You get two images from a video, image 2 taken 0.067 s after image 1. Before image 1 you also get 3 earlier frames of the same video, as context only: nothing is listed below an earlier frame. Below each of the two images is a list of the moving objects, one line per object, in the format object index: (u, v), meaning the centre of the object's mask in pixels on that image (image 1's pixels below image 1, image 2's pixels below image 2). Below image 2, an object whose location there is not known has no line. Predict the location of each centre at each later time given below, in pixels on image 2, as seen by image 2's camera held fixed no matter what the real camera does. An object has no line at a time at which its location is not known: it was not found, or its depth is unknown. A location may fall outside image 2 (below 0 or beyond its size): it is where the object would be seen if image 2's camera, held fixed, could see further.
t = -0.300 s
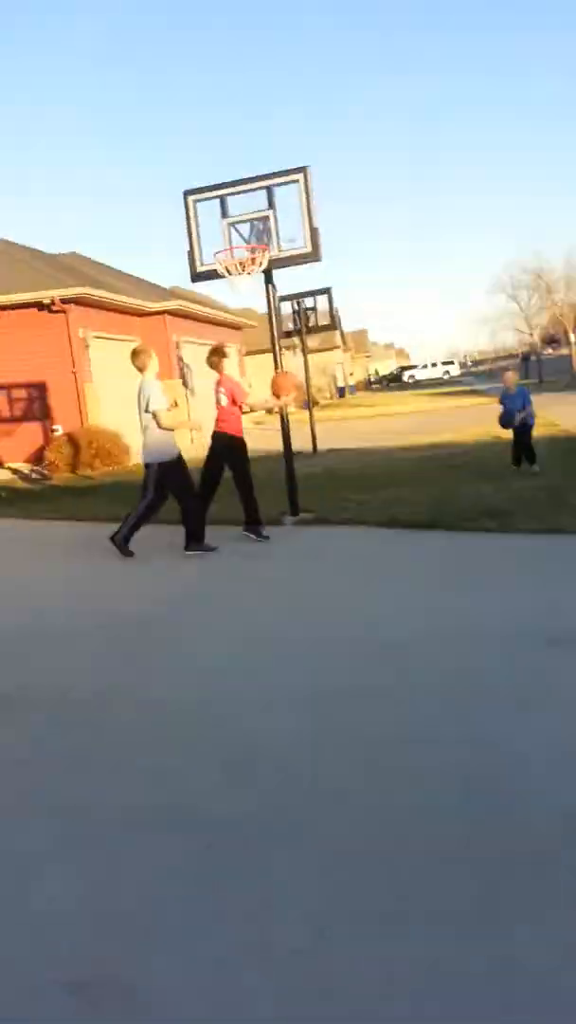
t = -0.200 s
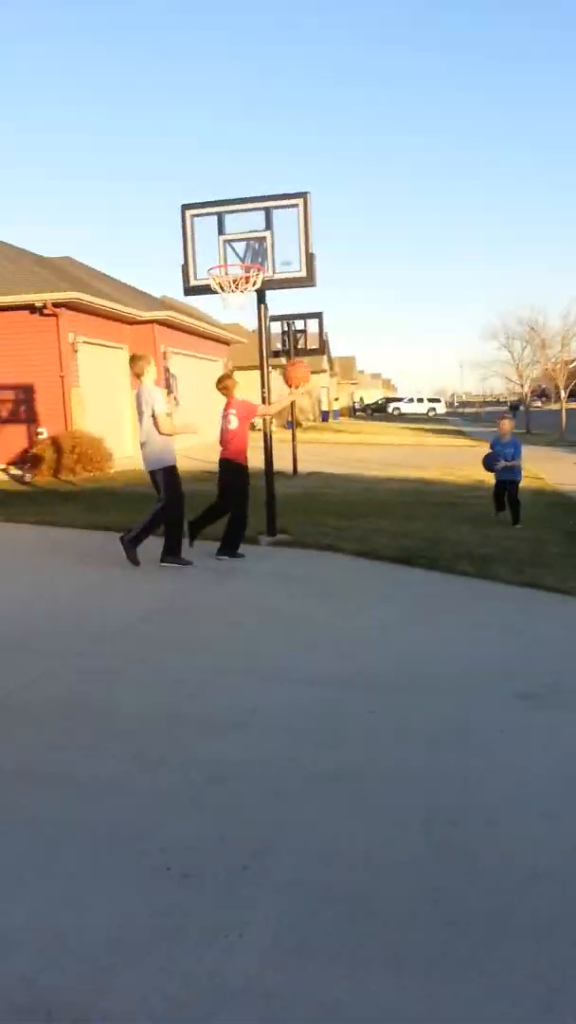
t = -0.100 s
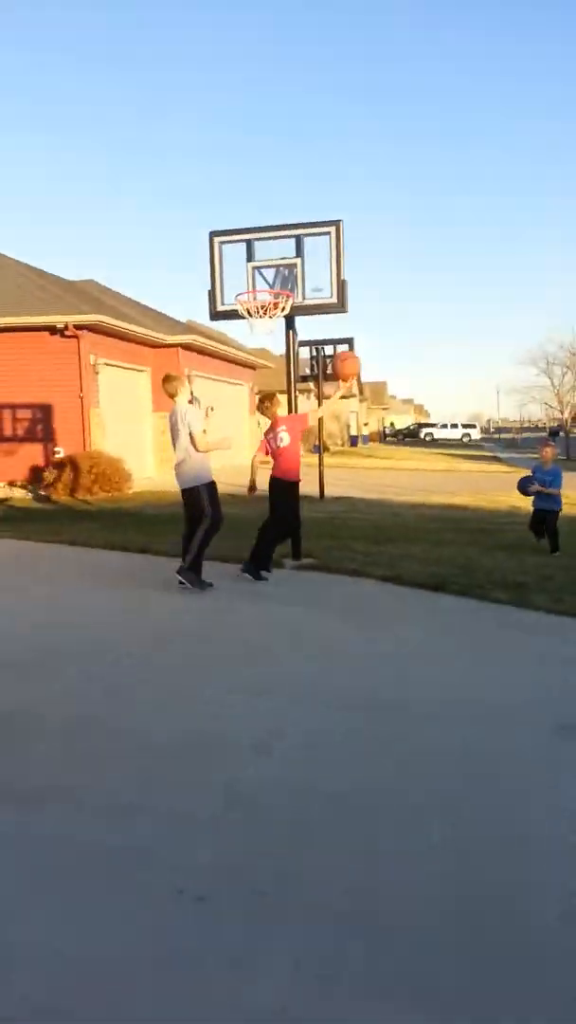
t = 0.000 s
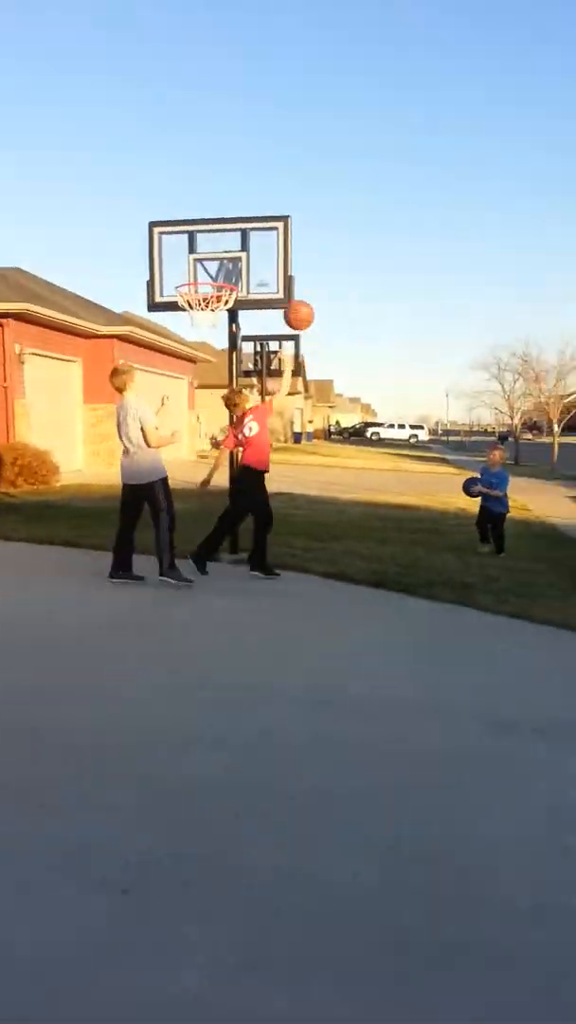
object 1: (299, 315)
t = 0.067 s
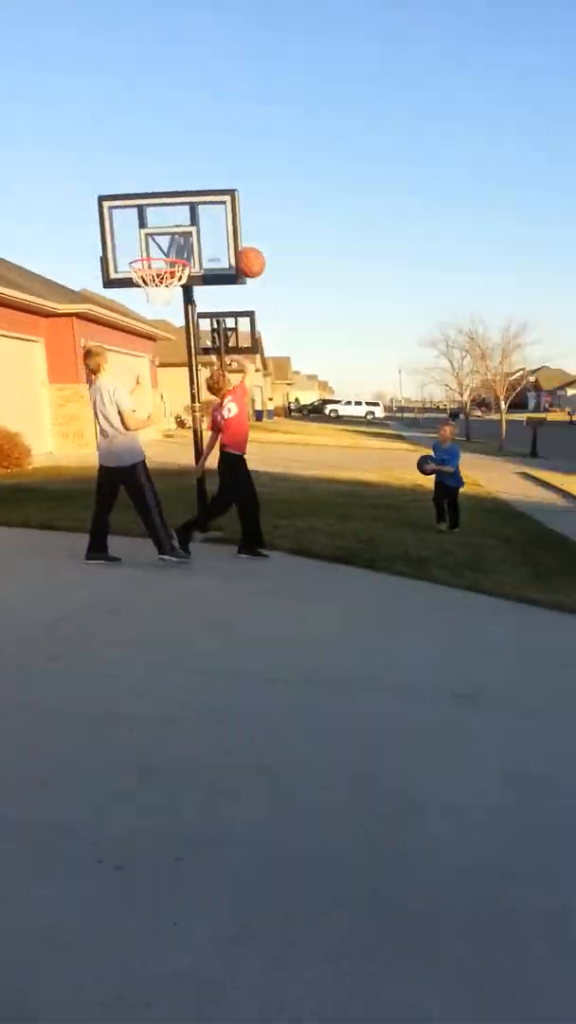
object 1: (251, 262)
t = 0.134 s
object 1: (248, 239)
